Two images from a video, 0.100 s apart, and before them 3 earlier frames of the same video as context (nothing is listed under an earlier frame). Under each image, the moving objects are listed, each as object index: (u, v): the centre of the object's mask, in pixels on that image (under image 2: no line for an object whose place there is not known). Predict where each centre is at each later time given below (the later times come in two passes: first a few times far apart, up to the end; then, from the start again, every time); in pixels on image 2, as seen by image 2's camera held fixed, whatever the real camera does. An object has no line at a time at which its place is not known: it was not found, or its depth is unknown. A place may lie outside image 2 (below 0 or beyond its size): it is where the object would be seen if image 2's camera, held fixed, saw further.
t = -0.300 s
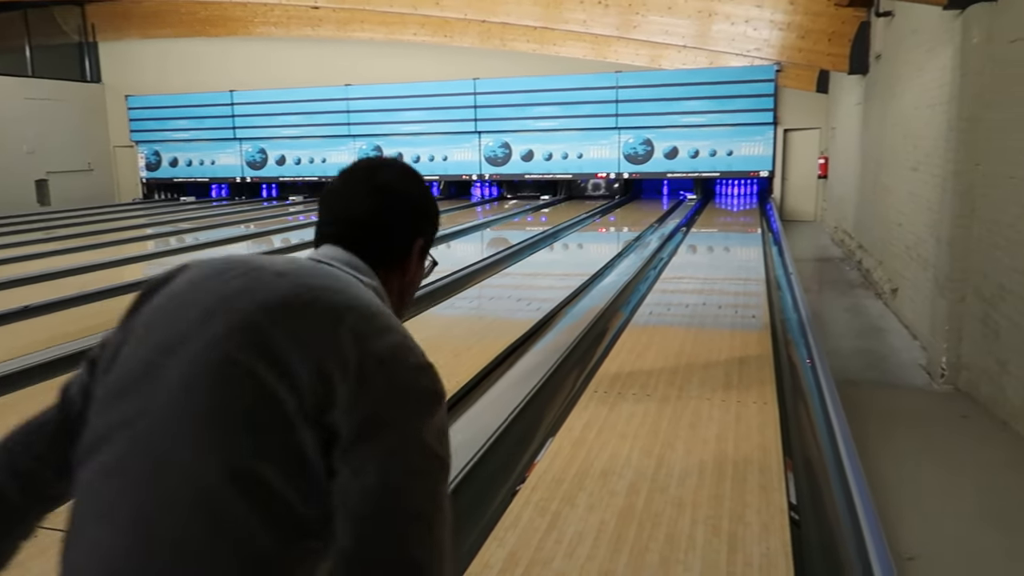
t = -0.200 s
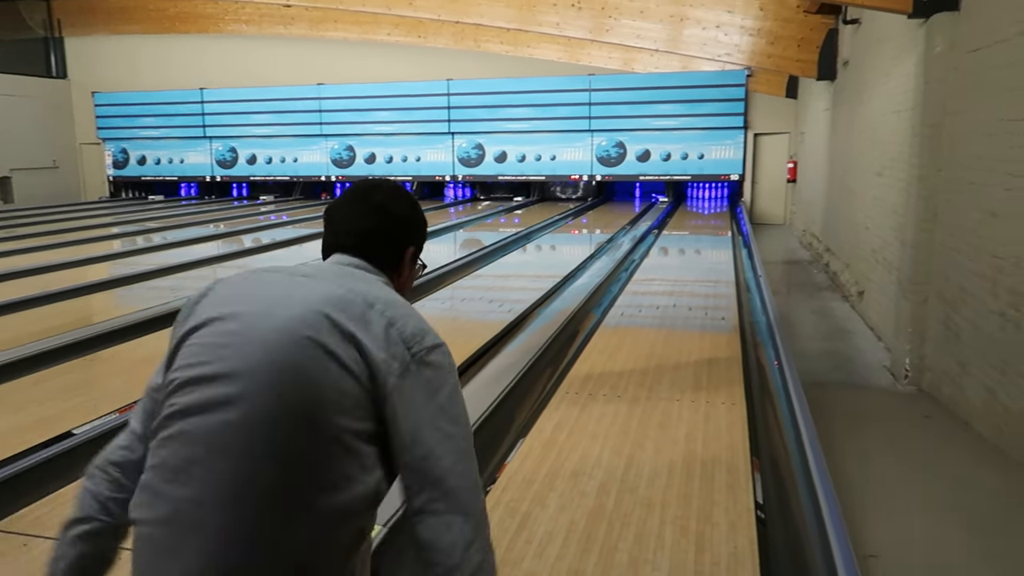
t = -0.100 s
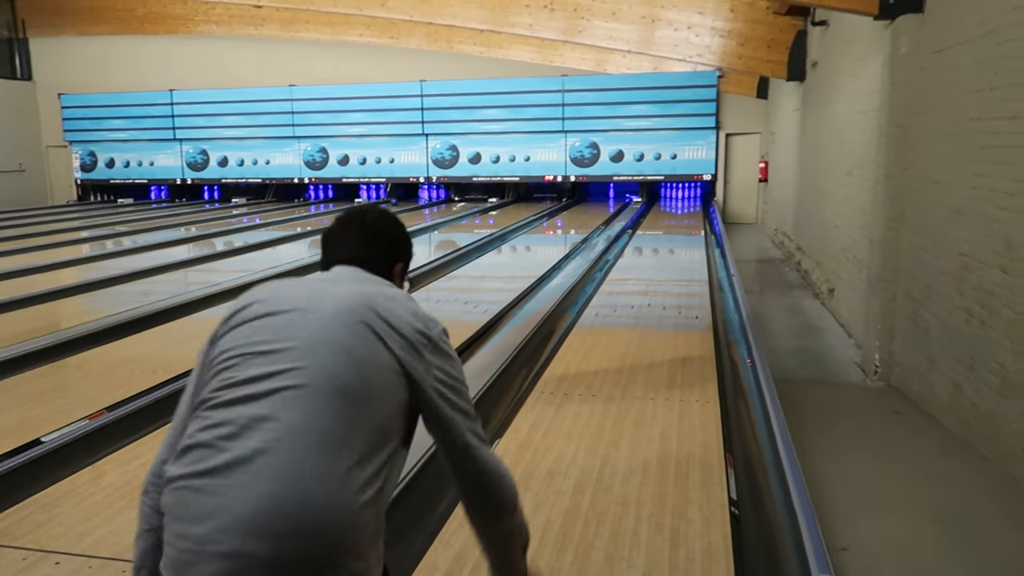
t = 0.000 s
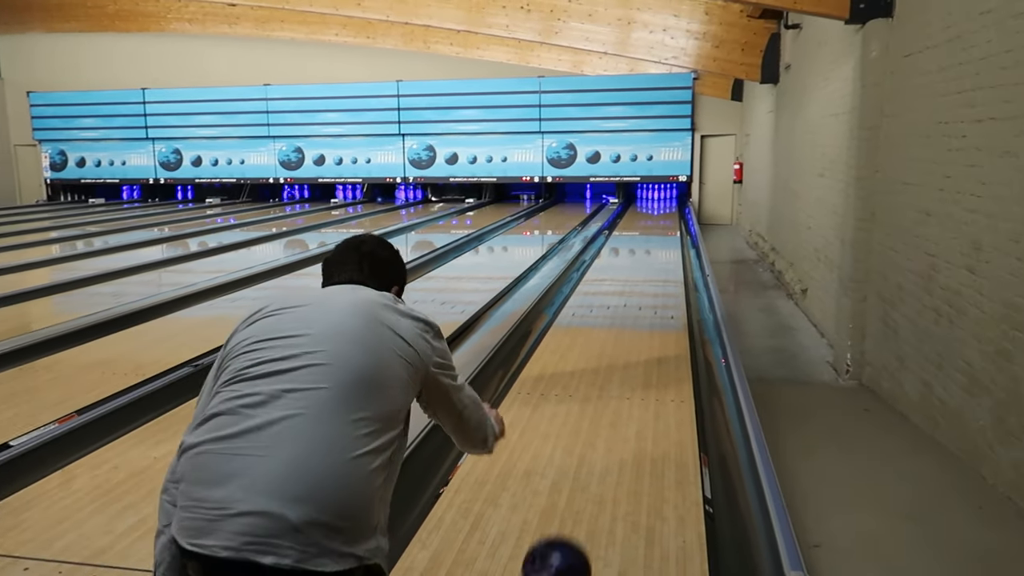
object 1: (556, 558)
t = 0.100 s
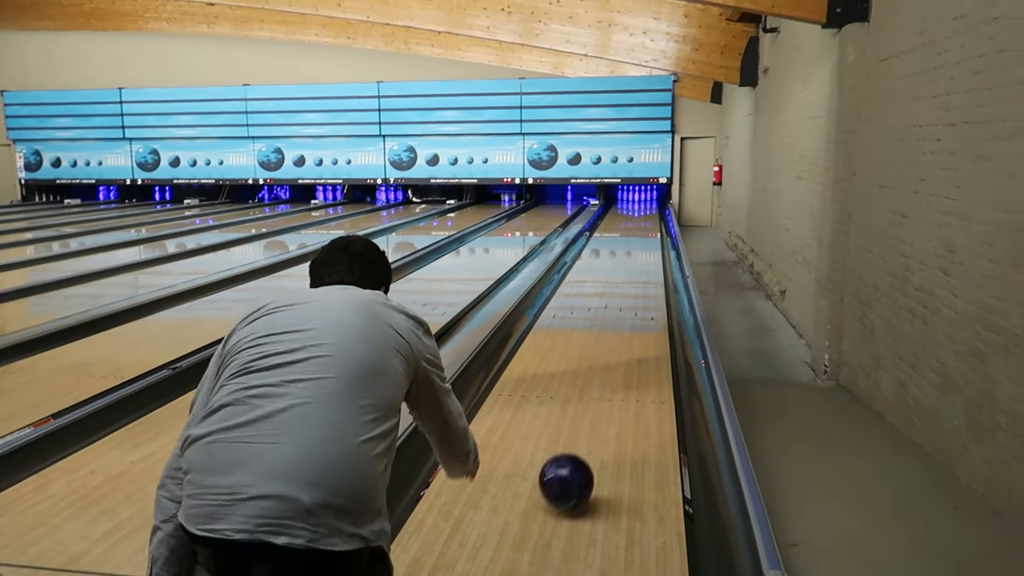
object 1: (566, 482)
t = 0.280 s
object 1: (596, 394)
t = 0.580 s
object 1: (620, 317)
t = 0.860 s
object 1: (631, 279)
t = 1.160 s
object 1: (638, 254)
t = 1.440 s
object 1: (642, 238)
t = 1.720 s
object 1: (645, 227)
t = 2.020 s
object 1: (648, 218)
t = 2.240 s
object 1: (649, 213)
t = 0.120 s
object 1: (570, 470)
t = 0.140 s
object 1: (575, 461)
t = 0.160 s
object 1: (578, 451)
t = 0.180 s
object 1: (582, 439)
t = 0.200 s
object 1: (585, 429)
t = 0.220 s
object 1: (588, 420)
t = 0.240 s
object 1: (591, 411)
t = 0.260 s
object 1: (593, 402)
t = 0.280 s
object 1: (596, 394)
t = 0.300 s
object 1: (598, 387)
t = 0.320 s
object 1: (601, 380)
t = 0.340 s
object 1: (603, 374)
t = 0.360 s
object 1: (604, 367)
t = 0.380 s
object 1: (606, 361)
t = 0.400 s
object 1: (608, 356)
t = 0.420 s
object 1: (610, 351)
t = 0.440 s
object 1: (611, 346)
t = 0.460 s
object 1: (613, 341)
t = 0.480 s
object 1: (614, 336)
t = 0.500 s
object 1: (616, 332)
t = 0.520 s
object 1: (617, 328)
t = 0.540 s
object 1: (618, 324)
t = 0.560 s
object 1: (619, 320)
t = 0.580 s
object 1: (620, 317)
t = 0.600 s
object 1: (621, 313)
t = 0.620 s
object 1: (622, 310)
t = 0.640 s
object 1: (623, 307)
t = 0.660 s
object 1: (624, 304)
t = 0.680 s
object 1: (625, 301)
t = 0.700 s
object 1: (626, 298)
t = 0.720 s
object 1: (627, 295)
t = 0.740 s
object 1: (628, 293)
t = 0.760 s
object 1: (628, 290)
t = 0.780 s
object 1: (629, 288)
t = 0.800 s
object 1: (630, 286)
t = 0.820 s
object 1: (630, 283)
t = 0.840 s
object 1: (631, 281)
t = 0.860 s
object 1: (631, 279)
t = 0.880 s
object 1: (632, 277)
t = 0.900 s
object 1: (633, 275)
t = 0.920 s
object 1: (633, 273)
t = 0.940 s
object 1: (634, 271)
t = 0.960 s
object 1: (634, 270)
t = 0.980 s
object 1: (635, 268)
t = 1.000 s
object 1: (635, 266)
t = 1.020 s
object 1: (635, 265)
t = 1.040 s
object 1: (636, 263)
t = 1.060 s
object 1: (637, 261)
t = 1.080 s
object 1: (637, 260)
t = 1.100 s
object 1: (637, 258)
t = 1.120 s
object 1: (638, 257)
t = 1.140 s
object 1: (638, 255)
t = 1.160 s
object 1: (638, 254)
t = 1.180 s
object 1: (639, 253)
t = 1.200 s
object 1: (639, 251)
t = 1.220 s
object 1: (640, 250)
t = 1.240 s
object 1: (640, 249)
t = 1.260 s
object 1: (640, 248)
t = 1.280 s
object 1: (640, 247)
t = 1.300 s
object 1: (641, 246)
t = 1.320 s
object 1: (641, 244)
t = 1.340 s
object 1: (641, 243)
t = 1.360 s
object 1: (642, 242)
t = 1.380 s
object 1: (642, 241)
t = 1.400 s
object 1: (642, 240)
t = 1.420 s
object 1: (642, 239)
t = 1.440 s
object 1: (642, 238)
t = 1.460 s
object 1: (643, 237)
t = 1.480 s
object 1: (643, 236)
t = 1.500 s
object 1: (643, 235)
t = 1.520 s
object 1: (644, 235)
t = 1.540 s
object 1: (644, 234)
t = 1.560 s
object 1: (644, 233)
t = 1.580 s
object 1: (644, 232)
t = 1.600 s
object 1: (644, 231)
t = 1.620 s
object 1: (645, 231)
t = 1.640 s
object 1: (645, 230)
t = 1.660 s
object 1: (645, 229)
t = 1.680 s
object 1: (645, 229)
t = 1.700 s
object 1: (645, 228)
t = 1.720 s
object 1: (645, 227)
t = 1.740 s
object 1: (646, 226)
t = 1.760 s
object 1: (646, 226)
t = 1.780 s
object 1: (646, 225)
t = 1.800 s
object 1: (646, 224)
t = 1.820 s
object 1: (646, 224)
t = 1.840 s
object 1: (646, 223)
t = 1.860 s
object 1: (646, 222)
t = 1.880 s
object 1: (647, 222)
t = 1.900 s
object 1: (647, 221)
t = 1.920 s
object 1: (647, 221)
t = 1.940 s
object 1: (647, 220)
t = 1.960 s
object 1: (647, 220)
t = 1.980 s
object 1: (648, 219)
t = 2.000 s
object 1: (647, 219)
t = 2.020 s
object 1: (648, 218)
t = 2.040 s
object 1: (647, 218)
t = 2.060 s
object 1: (648, 217)
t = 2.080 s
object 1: (648, 217)
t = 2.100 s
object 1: (648, 216)
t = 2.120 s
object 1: (648, 216)
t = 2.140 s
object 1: (648, 215)
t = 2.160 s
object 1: (648, 215)
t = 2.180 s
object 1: (648, 214)
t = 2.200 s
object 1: (648, 214)
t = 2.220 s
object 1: (649, 213)
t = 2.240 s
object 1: (649, 213)
